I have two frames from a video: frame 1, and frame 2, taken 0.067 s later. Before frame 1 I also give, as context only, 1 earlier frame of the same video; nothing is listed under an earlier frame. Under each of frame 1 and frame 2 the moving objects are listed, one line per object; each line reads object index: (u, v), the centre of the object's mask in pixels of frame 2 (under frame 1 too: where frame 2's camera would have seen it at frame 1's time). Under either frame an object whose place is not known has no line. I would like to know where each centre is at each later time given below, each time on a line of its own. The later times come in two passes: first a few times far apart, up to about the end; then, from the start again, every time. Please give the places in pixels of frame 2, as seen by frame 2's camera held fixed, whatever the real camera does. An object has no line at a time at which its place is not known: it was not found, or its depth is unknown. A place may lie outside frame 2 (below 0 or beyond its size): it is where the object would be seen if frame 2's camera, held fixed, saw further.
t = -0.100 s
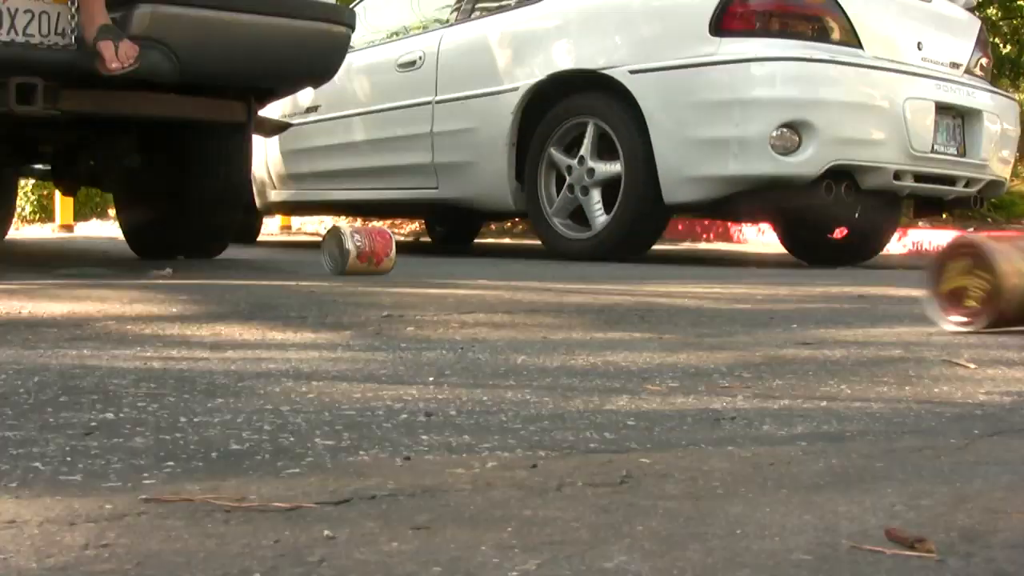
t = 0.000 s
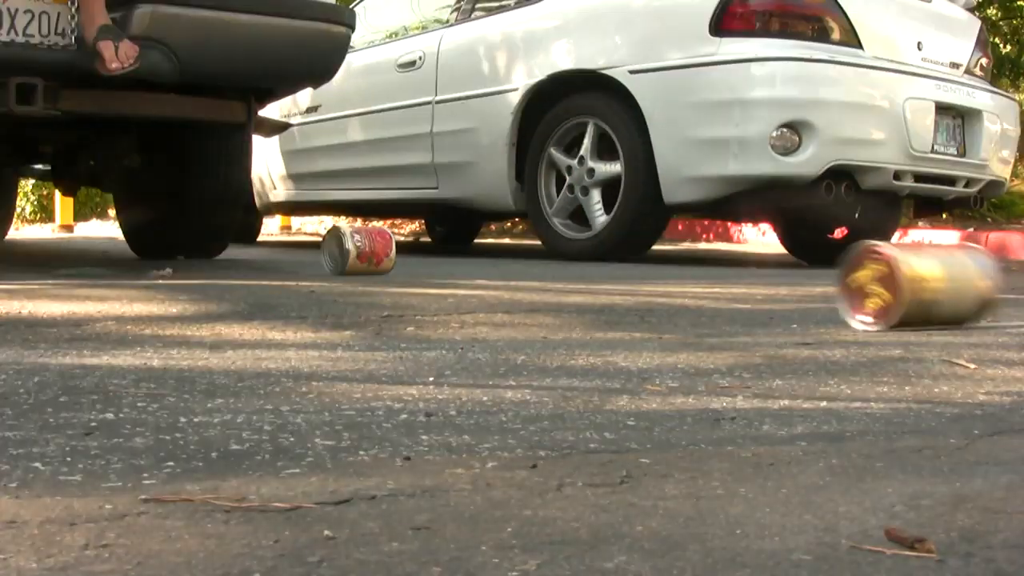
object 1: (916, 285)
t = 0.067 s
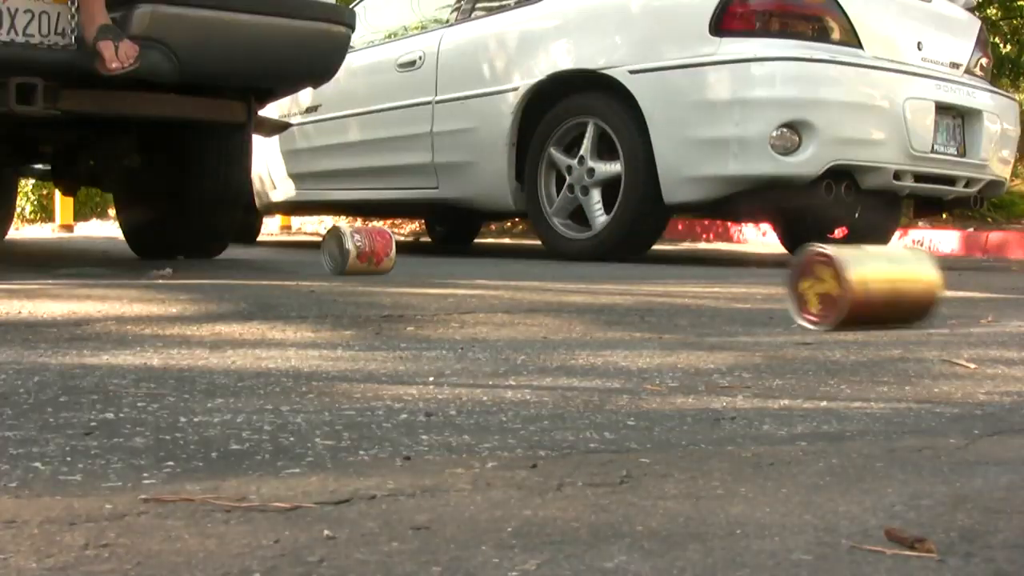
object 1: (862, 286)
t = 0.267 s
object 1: (734, 277)
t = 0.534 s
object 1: (614, 268)
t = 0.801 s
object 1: (532, 261)
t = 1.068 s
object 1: (471, 258)
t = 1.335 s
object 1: (426, 256)
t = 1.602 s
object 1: (392, 253)
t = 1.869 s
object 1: (364, 252)
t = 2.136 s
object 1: (349, 251)
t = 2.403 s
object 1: (340, 251)
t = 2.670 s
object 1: (334, 251)
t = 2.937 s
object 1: (328, 251)
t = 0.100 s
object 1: (837, 284)
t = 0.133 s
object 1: (814, 286)
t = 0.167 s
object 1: (792, 284)
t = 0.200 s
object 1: (772, 280)
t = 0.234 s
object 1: (753, 279)
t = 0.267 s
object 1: (734, 277)
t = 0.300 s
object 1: (715, 276)
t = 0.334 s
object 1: (698, 275)
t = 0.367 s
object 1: (683, 274)
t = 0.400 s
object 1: (667, 273)
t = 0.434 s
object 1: (653, 272)
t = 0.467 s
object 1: (638, 271)
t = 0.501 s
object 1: (626, 270)
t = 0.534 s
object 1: (614, 268)
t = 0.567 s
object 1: (602, 267)
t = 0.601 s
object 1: (591, 265)
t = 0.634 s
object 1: (580, 265)
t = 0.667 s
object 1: (570, 264)
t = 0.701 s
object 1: (559, 264)
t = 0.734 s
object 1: (550, 263)
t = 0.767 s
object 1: (541, 262)
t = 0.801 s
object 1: (532, 261)
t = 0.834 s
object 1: (523, 261)
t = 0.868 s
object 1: (516, 260)
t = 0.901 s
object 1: (508, 259)
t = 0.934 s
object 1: (499, 259)
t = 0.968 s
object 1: (492, 259)
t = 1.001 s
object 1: (484, 259)
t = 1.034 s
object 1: (478, 258)
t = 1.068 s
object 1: (471, 258)
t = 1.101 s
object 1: (465, 257)
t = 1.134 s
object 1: (459, 257)
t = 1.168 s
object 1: (453, 257)
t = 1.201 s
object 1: (447, 257)
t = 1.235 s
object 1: (442, 256)
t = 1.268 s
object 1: (437, 256)
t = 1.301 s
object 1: (431, 256)
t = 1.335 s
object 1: (426, 256)
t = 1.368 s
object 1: (421, 255)
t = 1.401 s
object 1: (416, 255)
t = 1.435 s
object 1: (412, 255)
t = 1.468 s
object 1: (408, 255)
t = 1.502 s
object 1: (404, 255)
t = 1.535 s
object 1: (400, 254)
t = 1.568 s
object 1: (396, 254)
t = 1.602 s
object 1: (392, 253)
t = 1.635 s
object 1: (388, 253)
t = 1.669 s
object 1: (385, 253)
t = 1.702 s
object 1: (382, 254)
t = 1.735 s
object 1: (379, 253)
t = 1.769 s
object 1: (376, 253)
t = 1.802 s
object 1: (372, 254)
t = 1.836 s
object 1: (366, 253)
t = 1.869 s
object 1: (364, 252)
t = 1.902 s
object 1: (361, 252)
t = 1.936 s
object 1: (359, 252)
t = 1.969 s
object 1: (357, 252)
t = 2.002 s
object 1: (355, 252)
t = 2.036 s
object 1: (353, 252)
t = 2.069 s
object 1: (352, 252)
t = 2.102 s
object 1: (351, 252)
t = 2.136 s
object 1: (349, 251)
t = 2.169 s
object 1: (348, 251)
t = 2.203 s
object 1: (347, 252)
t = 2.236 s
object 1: (346, 252)
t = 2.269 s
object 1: (345, 252)
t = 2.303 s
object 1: (343, 252)
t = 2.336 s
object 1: (342, 252)
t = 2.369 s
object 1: (341, 252)
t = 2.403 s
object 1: (340, 251)
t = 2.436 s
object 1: (340, 251)
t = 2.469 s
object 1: (339, 251)
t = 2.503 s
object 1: (338, 251)
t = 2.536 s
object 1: (337, 251)
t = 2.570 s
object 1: (337, 252)
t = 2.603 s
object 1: (336, 251)
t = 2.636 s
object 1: (335, 251)
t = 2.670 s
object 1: (334, 251)
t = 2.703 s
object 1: (333, 251)
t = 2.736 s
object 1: (332, 252)
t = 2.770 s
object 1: (332, 251)
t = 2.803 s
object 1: (331, 252)
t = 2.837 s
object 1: (330, 251)
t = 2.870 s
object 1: (329, 251)
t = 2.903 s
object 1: (329, 251)
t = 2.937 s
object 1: (328, 251)
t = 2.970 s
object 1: (328, 251)
